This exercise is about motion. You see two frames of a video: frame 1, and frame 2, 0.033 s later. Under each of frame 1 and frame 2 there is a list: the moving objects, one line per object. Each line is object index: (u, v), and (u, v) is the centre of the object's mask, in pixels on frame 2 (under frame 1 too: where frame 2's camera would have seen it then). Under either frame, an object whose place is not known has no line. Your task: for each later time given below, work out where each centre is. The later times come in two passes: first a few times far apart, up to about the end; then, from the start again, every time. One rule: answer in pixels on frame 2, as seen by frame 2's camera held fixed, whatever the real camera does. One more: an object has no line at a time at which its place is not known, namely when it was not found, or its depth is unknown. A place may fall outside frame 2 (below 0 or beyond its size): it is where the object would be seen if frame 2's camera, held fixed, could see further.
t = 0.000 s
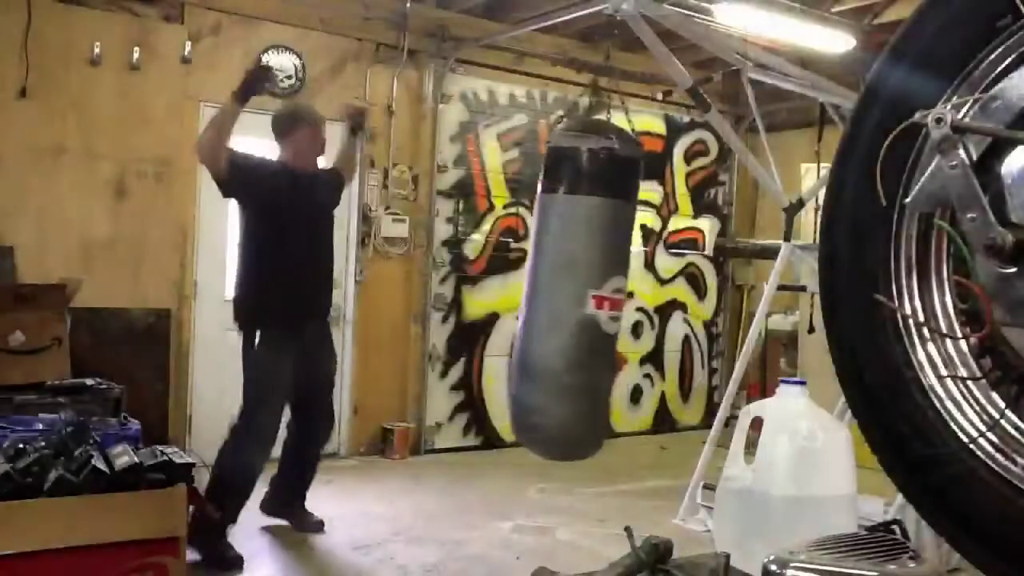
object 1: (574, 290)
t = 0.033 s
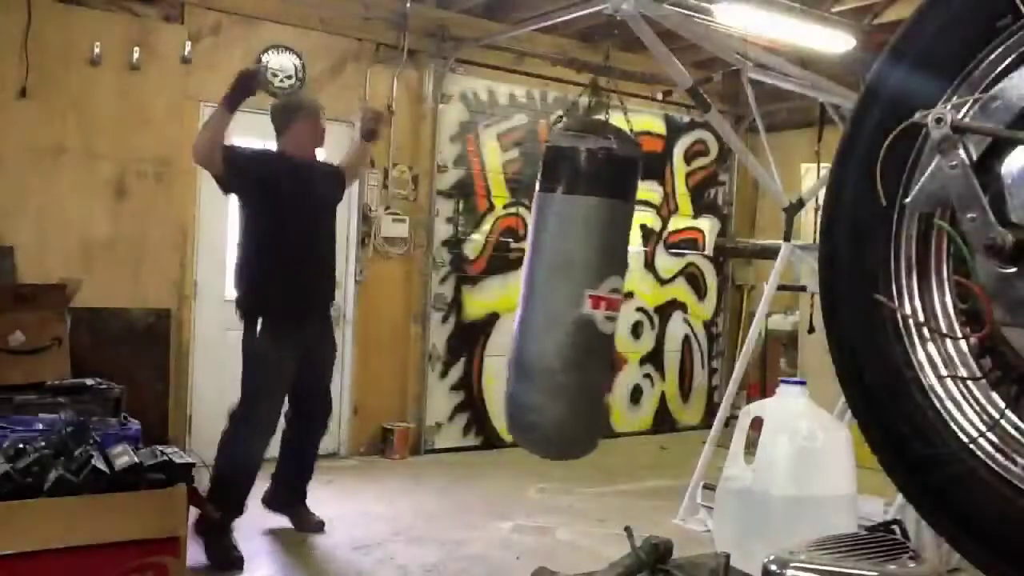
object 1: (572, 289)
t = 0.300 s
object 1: (558, 285)
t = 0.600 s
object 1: (572, 288)
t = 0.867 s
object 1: (603, 293)
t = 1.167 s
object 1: (636, 294)
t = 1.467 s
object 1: (643, 294)
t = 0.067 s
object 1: (569, 288)
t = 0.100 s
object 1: (566, 287)
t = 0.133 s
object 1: (564, 287)
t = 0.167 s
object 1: (562, 286)
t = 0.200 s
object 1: (560, 286)
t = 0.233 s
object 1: (559, 286)
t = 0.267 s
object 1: (559, 285)
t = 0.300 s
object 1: (558, 285)
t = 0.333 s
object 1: (559, 285)
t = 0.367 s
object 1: (559, 285)
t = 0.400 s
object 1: (559, 285)
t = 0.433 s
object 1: (560, 286)
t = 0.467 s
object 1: (562, 286)
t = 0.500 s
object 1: (564, 286)
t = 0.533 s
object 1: (566, 287)
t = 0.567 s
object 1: (569, 287)
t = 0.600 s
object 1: (572, 288)
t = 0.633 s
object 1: (575, 289)
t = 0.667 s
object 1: (579, 289)
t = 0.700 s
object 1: (583, 290)
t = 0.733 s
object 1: (586, 290)
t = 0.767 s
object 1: (591, 292)
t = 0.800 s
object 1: (595, 291)
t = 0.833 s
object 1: (599, 292)
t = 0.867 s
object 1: (603, 293)
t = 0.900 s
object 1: (607, 293)
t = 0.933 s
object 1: (612, 293)
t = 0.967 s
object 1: (616, 294)
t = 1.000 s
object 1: (620, 294)
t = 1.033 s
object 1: (624, 294)
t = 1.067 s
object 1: (627, 294)
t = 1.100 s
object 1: (630, 294)
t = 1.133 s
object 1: (633, 294)
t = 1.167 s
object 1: (636, 294)
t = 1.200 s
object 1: (639, 294)
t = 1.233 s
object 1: (641, 294)
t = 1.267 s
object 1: (642, 294)
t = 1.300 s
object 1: (643, 294)
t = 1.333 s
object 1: (644, 294)
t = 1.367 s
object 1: (644, 294)
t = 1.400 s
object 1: (644, 294)
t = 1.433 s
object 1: (644, 294)
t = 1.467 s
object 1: (643, 294)
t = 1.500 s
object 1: (641, 294)
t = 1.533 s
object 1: (640, 294)
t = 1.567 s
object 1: (637, 294)
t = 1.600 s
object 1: (635, 294)
